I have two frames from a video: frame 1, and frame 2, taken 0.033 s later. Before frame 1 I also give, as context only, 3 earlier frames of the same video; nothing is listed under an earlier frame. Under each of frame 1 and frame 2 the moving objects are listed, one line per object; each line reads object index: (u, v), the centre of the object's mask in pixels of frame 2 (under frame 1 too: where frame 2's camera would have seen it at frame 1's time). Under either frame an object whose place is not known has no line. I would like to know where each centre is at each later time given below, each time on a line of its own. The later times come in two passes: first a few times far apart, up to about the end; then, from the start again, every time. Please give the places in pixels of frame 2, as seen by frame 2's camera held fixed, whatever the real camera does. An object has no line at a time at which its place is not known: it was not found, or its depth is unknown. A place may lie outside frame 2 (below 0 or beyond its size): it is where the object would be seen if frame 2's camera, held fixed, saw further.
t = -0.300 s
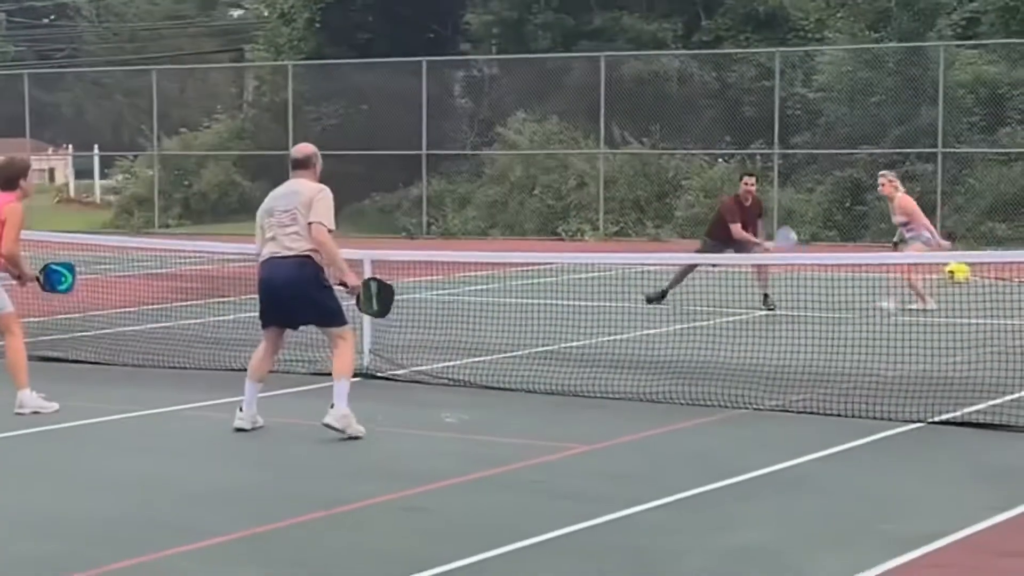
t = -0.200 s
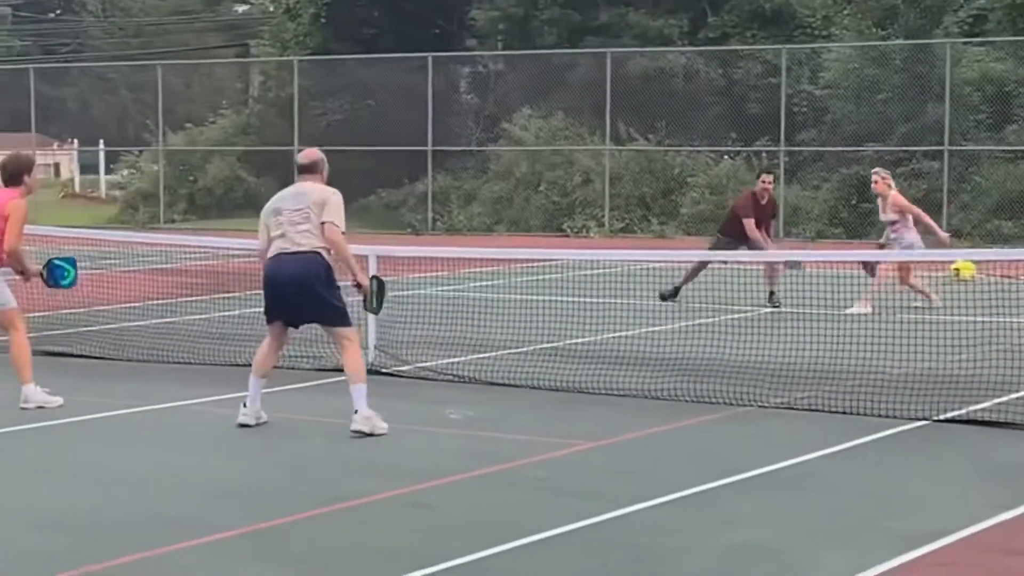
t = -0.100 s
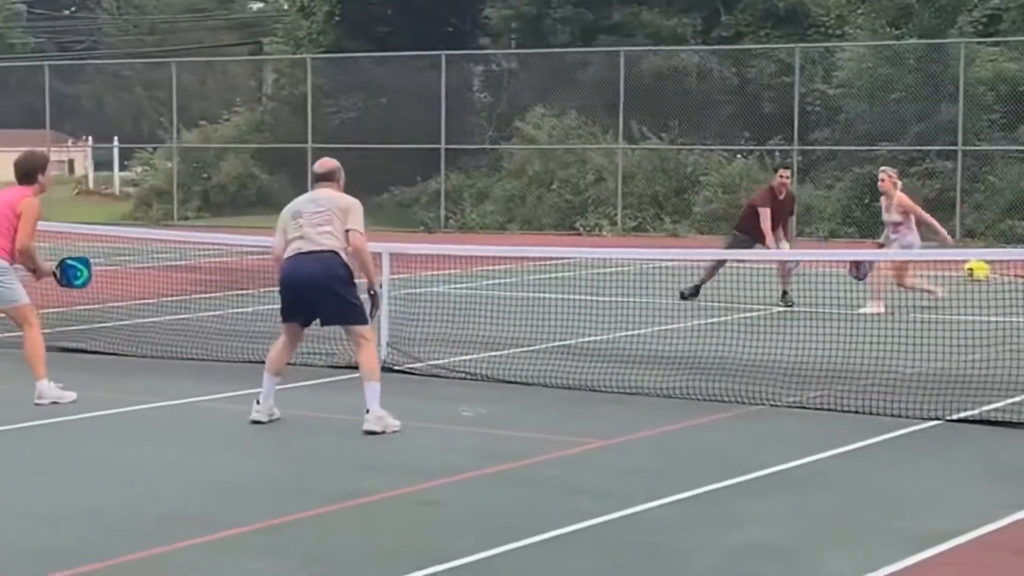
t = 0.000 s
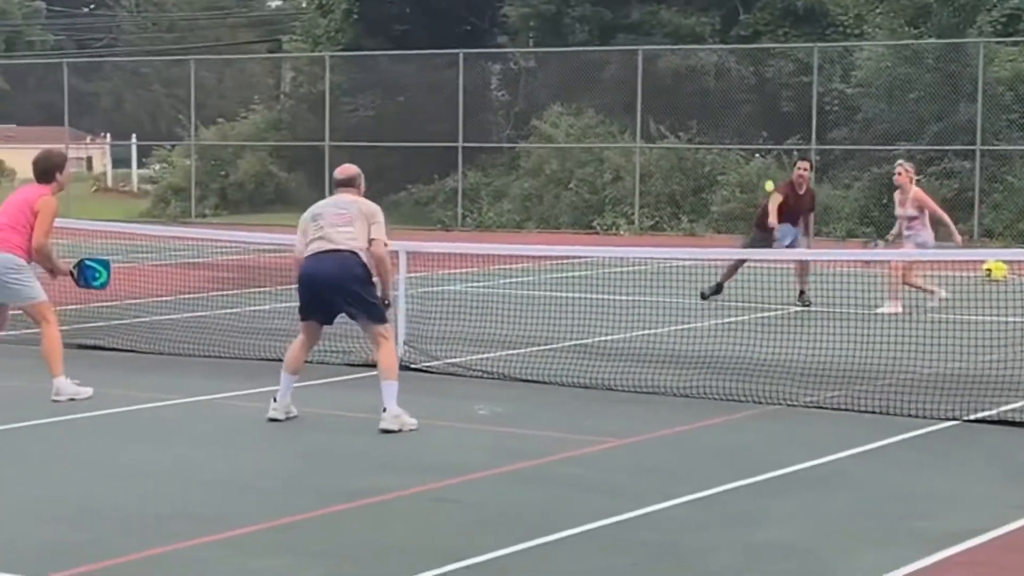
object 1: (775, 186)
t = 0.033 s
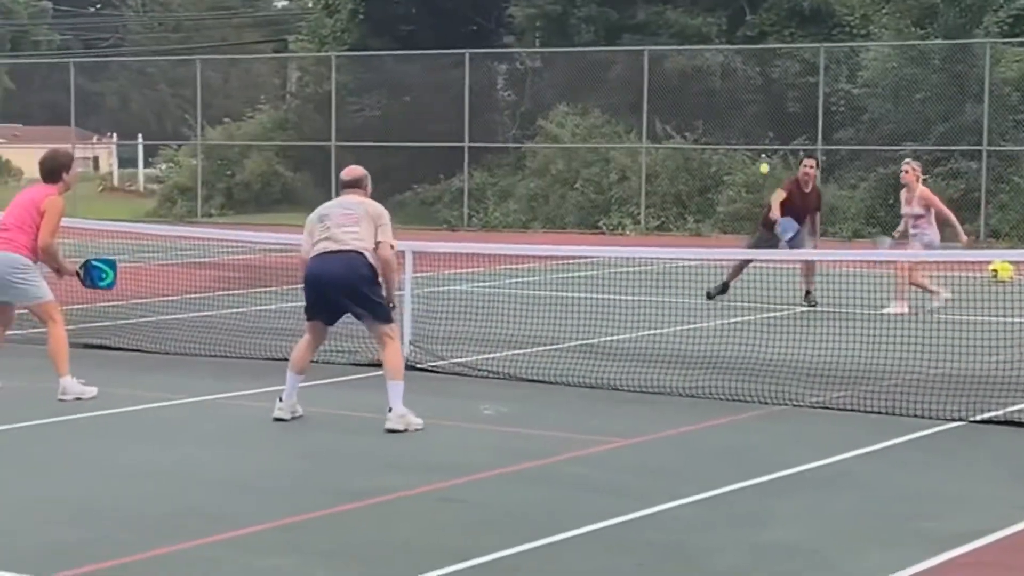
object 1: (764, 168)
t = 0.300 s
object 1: (681, 61)
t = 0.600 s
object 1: (592, 31)
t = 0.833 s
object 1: (525, 89)
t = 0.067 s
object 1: (753, 150)
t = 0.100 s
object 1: (743, 135)
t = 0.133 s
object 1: (732, 120)
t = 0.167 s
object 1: (722, 106)
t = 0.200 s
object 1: (711, 93)
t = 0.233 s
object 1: (701, 81)
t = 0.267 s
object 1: (690, 70)
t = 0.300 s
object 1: (681, 61)
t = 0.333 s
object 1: (670, 52)
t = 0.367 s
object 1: (660, 44)
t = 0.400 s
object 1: (651, 38)
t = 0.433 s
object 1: (641, 34)
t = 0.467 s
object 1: (631, 31)
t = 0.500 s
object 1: (621, 29)
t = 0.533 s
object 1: (612, 28)
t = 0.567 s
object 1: (603, 28)
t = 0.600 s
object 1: (592, 31)
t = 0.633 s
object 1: (582, 34)
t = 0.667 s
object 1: (573, 40)
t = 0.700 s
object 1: (564, 46)
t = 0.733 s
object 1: (555, 55)
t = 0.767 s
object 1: (544, 65)
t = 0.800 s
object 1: (535, 76)
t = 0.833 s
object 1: (525, 89)
